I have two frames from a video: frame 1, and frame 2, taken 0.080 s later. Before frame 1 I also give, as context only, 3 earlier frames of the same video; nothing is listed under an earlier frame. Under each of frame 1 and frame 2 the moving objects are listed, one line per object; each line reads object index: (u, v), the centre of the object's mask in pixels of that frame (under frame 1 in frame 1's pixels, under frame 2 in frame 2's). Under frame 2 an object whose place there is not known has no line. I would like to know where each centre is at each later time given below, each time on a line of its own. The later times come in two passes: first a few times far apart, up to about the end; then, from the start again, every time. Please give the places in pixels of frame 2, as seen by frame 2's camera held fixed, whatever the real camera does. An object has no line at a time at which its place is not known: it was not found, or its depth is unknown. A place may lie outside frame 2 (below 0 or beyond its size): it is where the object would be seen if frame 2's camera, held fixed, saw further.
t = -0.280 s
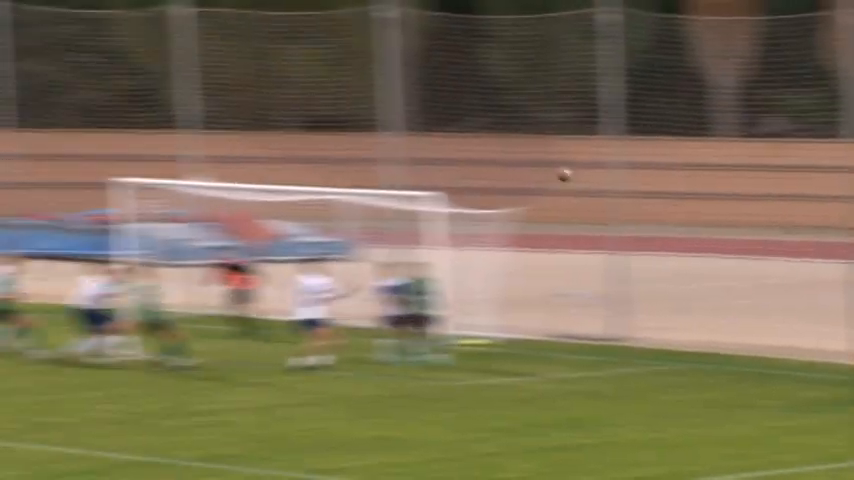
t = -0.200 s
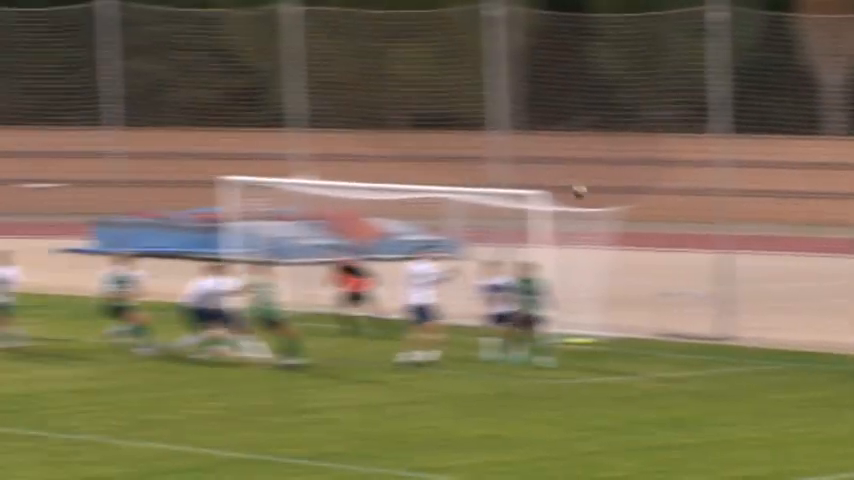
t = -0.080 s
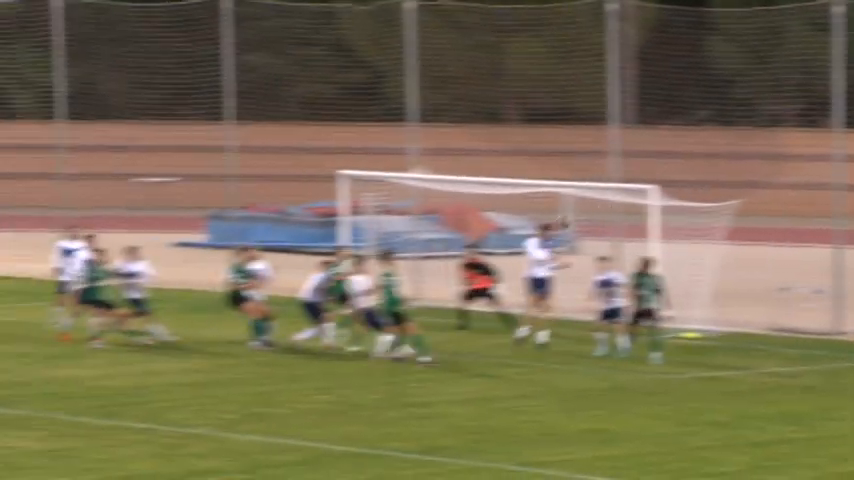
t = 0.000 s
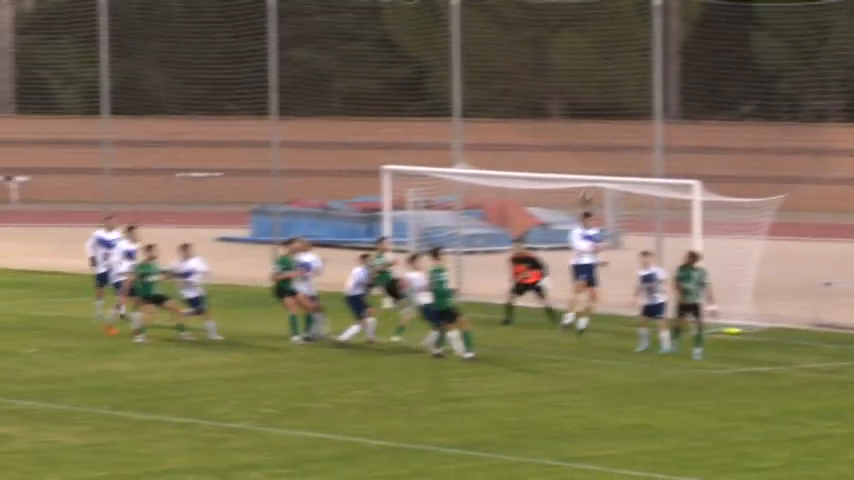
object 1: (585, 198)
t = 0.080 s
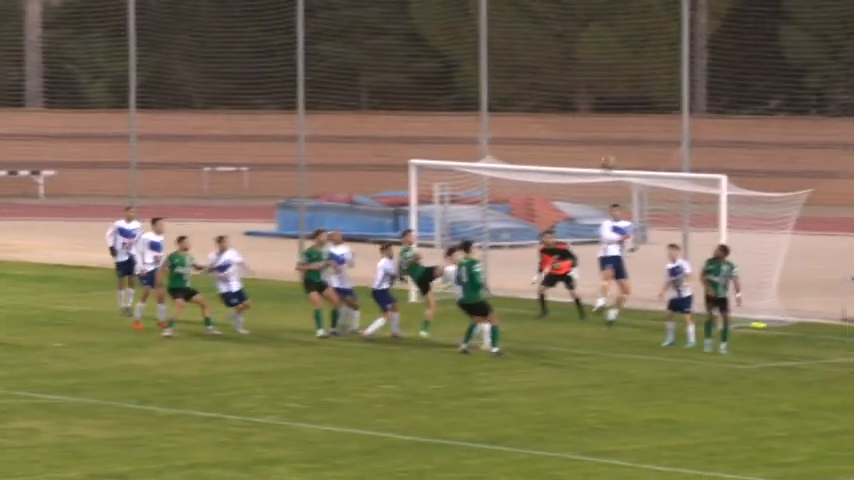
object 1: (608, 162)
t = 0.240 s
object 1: (592, 120)
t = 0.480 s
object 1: (559, 92)
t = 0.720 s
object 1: (514, 109)
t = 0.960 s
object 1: (458, 179)
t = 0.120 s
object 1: (604, 150)
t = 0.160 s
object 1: (600, 138)
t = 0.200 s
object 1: (596, 130)
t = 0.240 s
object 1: (592, 120)
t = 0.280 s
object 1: (587, 112)
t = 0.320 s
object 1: (582, 105)
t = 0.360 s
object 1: (577, 100)
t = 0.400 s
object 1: (571, 95)
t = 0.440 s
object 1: (565, 93)
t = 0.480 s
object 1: (559, 92)
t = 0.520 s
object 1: (553, 90)
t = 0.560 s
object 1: (546, 92)
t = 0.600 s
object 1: (538, 94)
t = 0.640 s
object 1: (530, 97)
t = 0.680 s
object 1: (522, 102)
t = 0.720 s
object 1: (514, 109)
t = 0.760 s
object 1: (505, 117)
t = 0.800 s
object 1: (496, 126)
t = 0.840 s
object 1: (487, 138)
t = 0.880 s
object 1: (478, 150)
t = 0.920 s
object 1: (467, 165)
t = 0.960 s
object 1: (458, 179)
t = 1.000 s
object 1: (447, 194)
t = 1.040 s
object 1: (438, 214)
